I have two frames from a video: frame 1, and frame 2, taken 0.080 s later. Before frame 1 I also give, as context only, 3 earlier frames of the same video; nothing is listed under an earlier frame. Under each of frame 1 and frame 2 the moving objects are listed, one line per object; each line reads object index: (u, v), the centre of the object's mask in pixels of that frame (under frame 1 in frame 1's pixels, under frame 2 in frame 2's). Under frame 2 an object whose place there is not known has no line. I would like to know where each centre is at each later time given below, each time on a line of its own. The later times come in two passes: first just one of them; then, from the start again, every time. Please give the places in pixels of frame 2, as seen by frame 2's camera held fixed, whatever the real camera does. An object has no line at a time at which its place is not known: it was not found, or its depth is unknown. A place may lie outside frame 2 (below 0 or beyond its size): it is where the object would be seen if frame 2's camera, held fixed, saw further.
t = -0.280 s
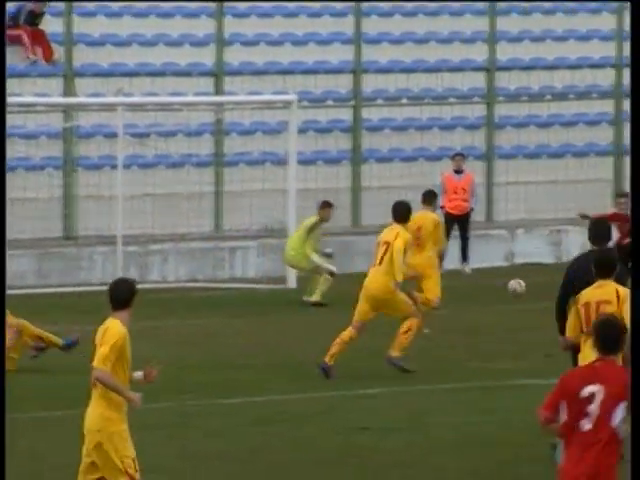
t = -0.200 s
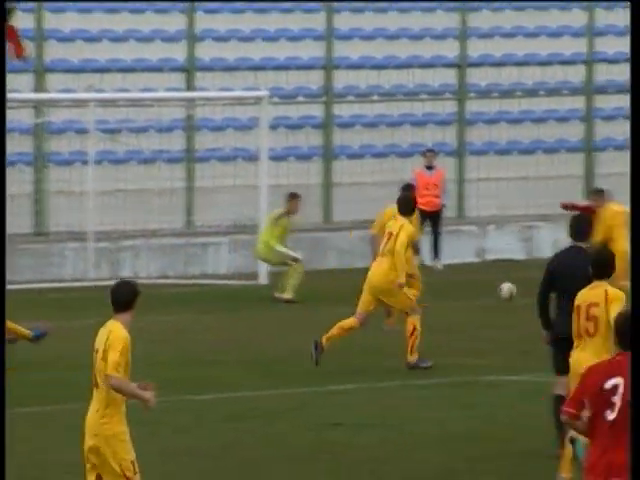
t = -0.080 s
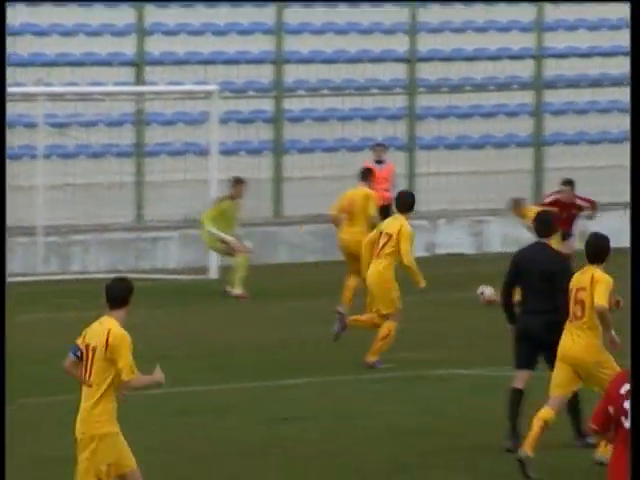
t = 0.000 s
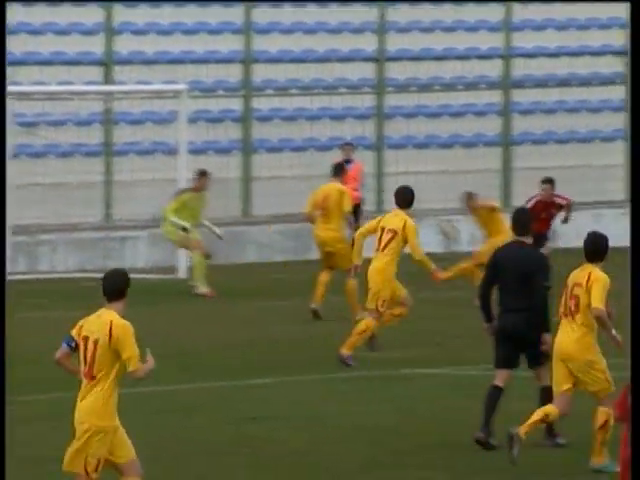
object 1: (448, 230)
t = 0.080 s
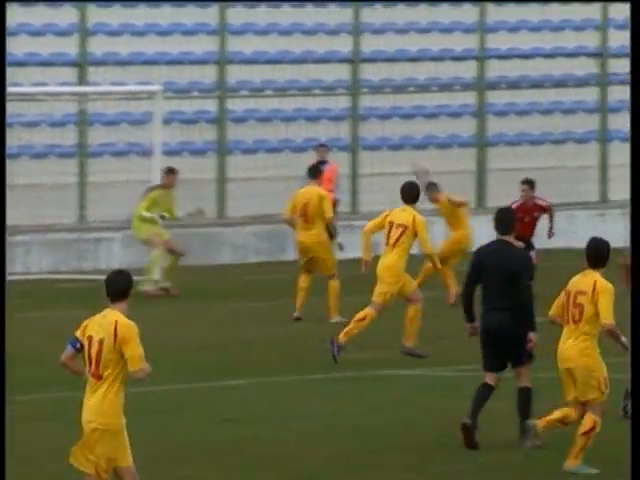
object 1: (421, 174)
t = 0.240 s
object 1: (420, 69)
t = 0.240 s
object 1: (420, 69)
